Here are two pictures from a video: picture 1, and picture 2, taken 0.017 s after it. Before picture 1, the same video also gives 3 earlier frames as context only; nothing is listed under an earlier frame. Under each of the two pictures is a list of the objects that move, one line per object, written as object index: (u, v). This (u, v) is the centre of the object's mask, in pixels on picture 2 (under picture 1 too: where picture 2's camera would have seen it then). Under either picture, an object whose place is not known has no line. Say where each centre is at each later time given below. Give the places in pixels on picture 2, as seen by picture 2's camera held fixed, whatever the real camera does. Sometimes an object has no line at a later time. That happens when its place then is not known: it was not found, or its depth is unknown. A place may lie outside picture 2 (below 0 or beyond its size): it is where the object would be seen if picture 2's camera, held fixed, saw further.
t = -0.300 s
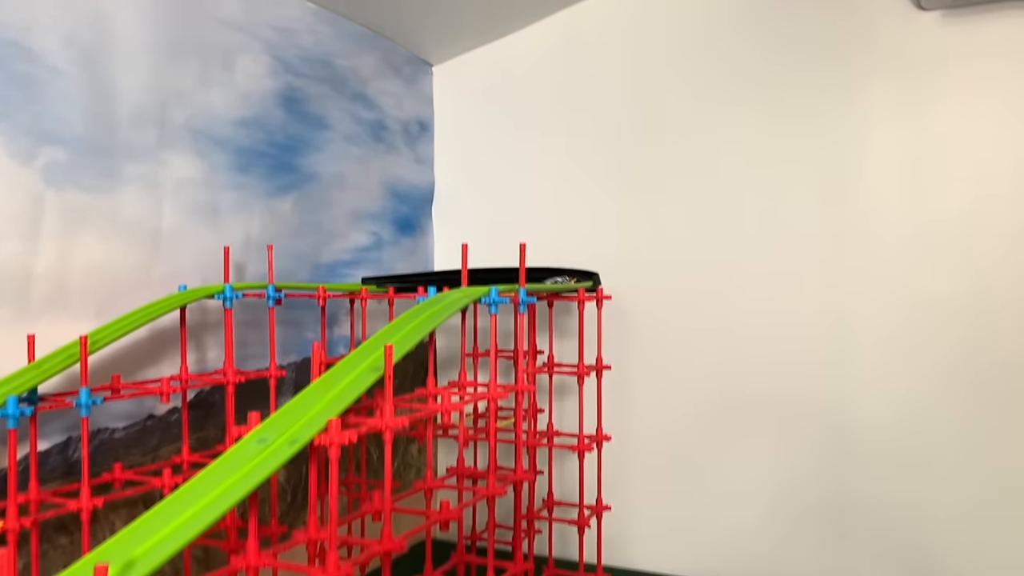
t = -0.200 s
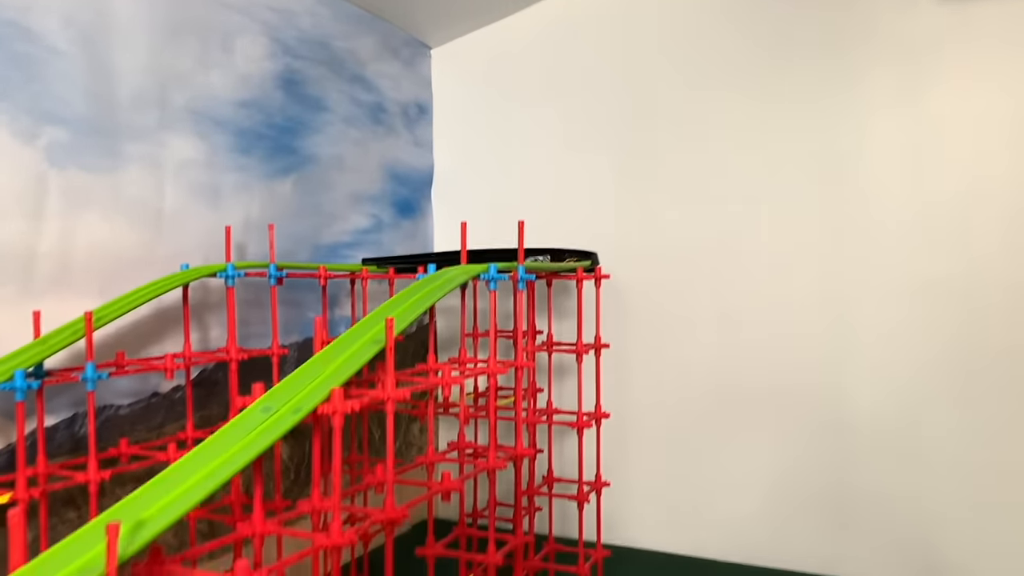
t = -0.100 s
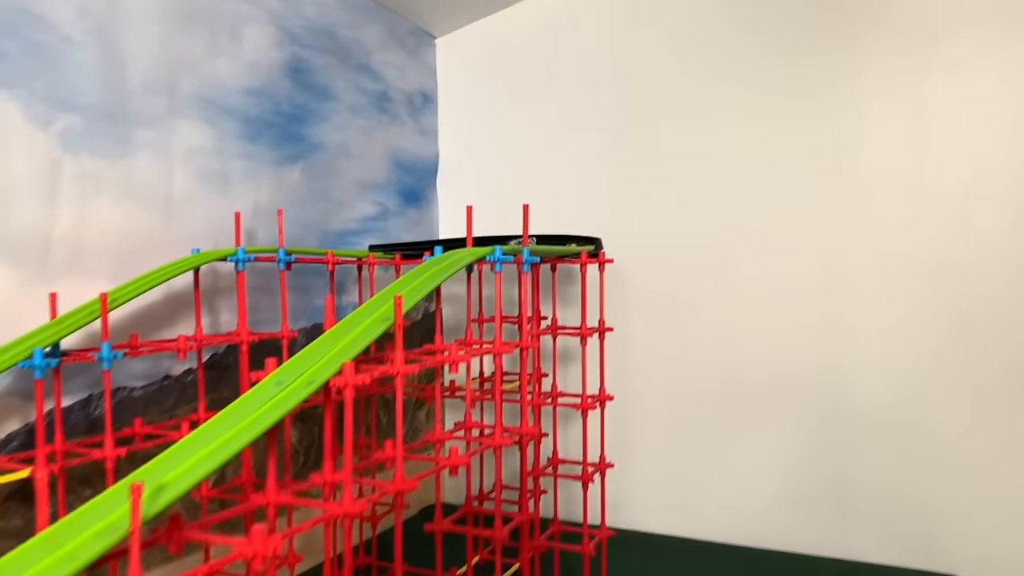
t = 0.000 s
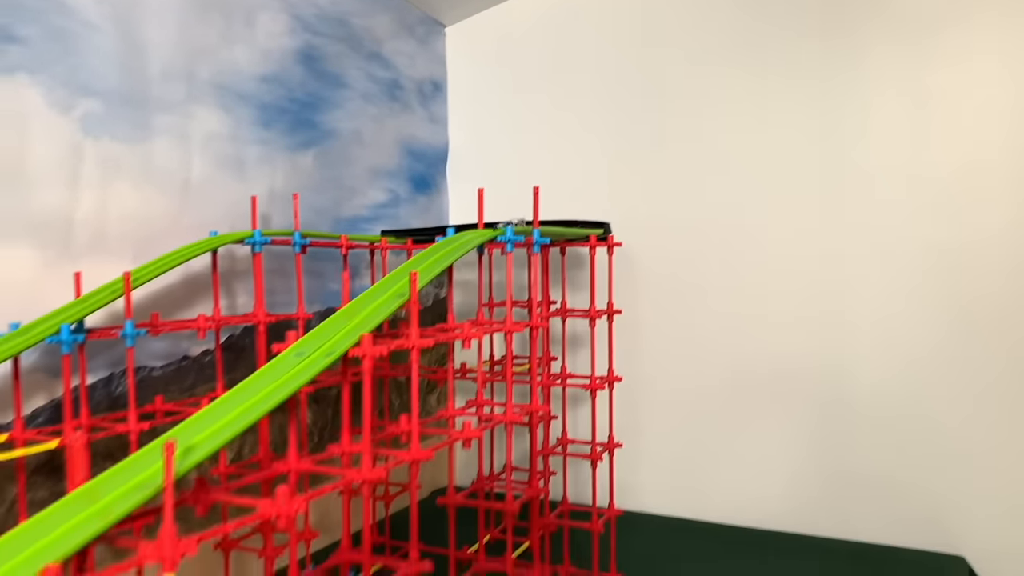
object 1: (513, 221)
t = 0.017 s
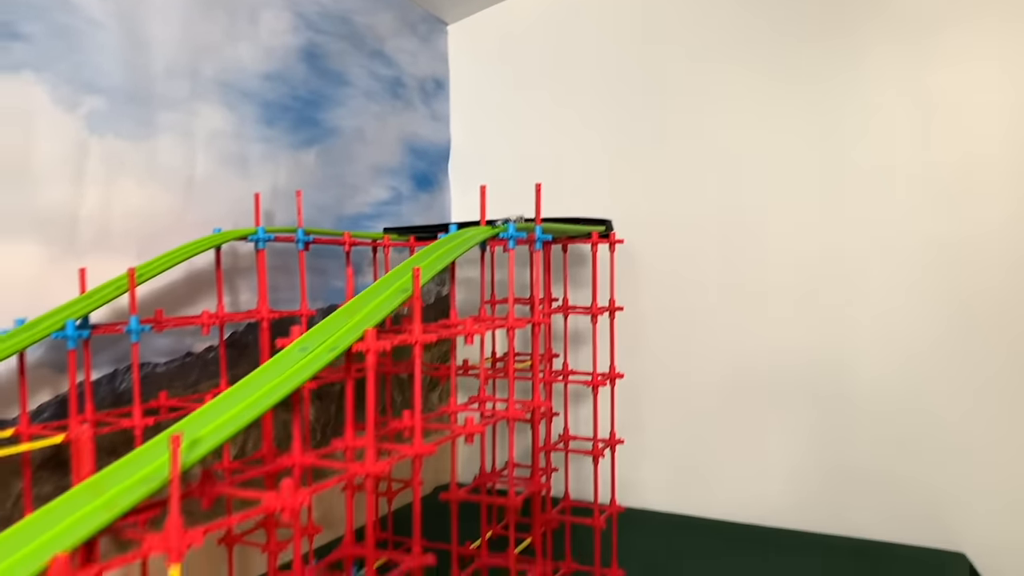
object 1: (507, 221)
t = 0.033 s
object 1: (504, 221)
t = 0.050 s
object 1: (501, 222)
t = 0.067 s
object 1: (497, 223)
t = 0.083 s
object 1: (492, 224)
